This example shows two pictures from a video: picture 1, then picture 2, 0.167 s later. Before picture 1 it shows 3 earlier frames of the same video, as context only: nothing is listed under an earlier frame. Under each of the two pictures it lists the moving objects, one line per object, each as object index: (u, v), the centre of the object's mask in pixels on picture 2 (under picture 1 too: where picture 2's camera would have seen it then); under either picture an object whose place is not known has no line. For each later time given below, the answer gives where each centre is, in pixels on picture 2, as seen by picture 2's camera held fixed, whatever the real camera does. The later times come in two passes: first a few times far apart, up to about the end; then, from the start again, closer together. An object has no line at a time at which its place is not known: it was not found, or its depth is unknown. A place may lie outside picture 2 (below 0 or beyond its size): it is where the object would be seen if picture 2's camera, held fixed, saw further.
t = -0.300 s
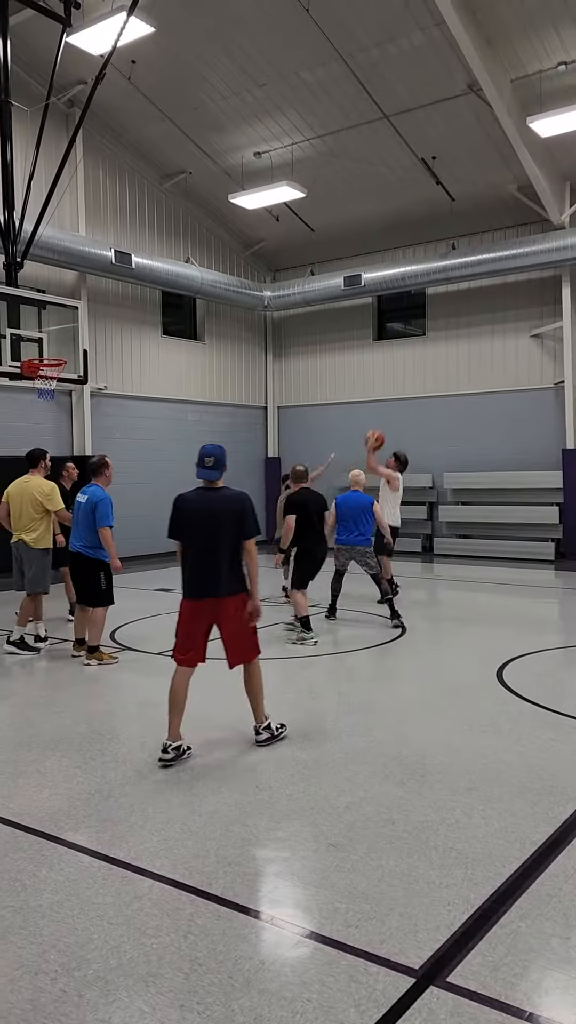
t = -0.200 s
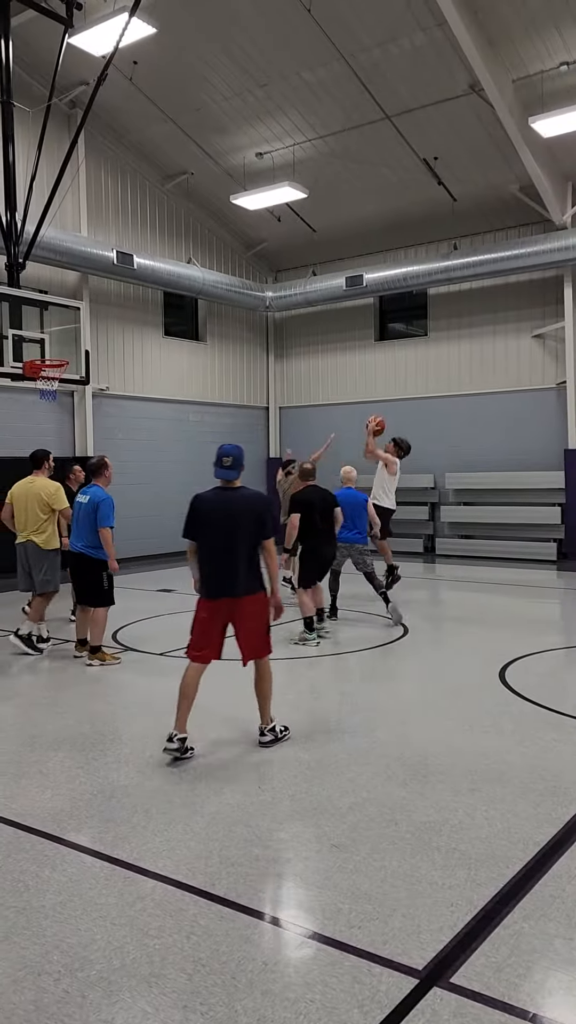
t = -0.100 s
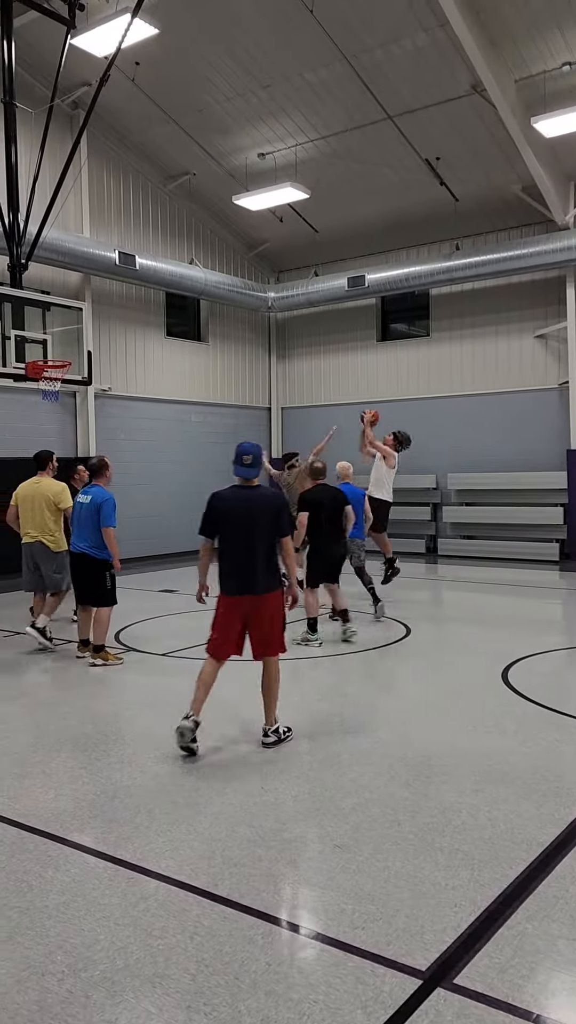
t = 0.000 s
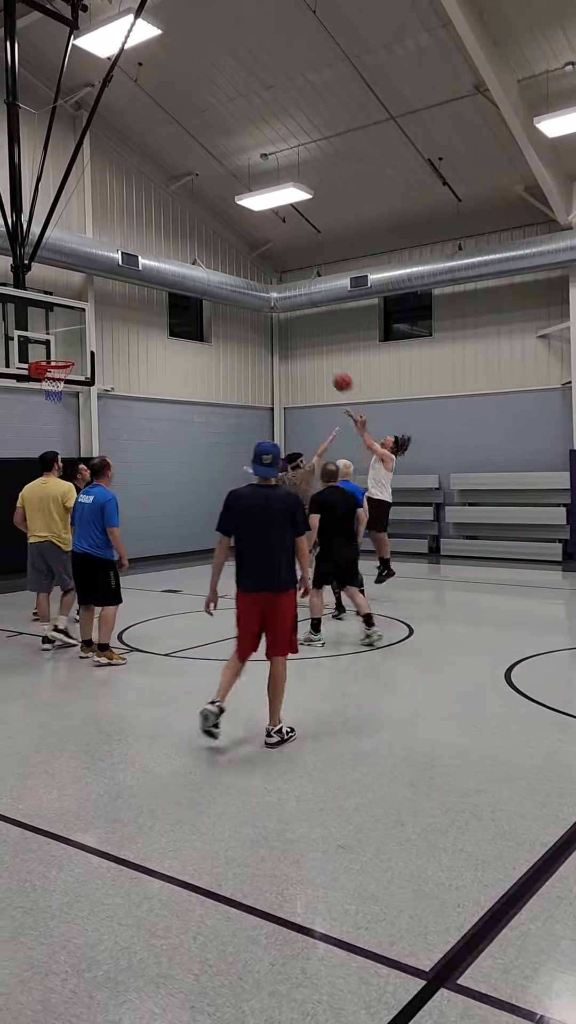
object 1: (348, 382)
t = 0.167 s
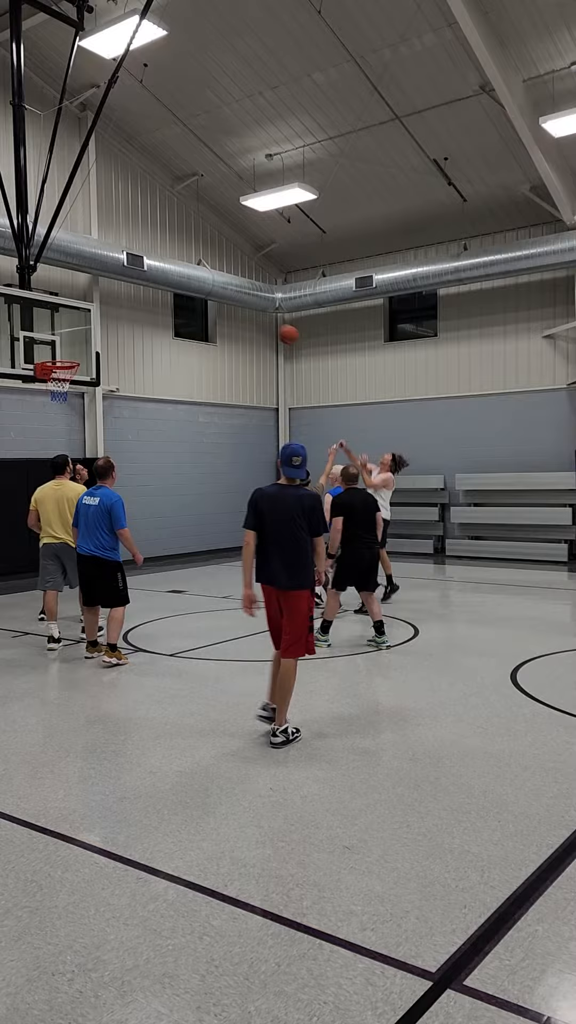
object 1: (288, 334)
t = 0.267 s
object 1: (253, 317)
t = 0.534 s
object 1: (163, 309)
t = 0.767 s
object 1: (86, 346)
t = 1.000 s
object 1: (63, 328)
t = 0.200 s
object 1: (277, 327)
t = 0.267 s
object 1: (253, 317)
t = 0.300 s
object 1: (242, 313)
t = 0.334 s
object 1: (230, 310)
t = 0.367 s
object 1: (219, 307)
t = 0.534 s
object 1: (163, 309)
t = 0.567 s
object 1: (151, 312)
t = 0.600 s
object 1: (140, 315)
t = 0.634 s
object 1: (130, 320)
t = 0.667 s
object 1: (119, 325)
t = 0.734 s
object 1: (97, 338)
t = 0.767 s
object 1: (86, 346)
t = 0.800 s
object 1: (75, 354)
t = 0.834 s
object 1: (70, 353)
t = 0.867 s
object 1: (66, 348)
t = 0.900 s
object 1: (62, 342)
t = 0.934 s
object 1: (59, 336)
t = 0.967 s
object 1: (61, 332)
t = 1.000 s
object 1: (63, 328)
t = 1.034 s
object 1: (65, 325)
